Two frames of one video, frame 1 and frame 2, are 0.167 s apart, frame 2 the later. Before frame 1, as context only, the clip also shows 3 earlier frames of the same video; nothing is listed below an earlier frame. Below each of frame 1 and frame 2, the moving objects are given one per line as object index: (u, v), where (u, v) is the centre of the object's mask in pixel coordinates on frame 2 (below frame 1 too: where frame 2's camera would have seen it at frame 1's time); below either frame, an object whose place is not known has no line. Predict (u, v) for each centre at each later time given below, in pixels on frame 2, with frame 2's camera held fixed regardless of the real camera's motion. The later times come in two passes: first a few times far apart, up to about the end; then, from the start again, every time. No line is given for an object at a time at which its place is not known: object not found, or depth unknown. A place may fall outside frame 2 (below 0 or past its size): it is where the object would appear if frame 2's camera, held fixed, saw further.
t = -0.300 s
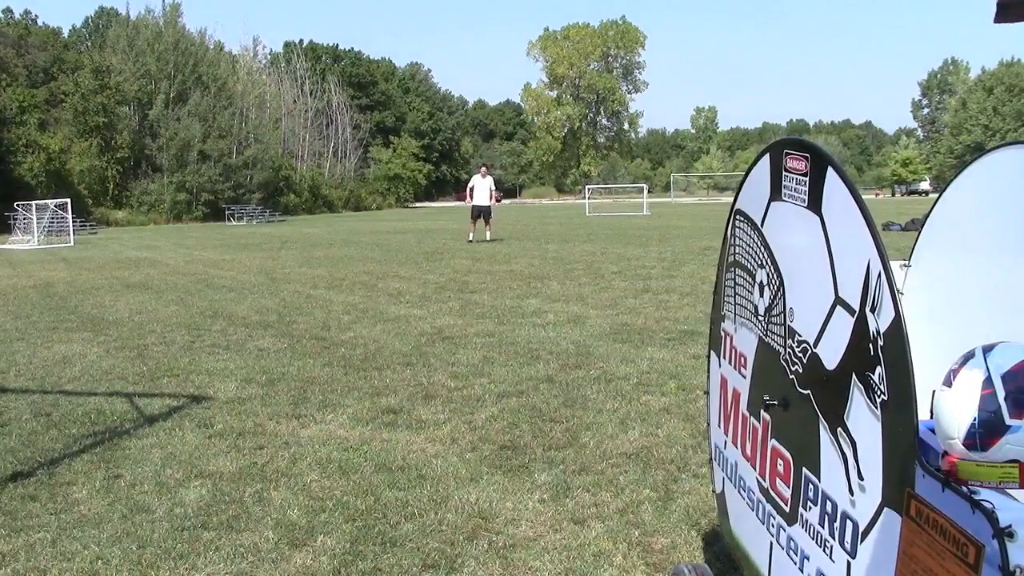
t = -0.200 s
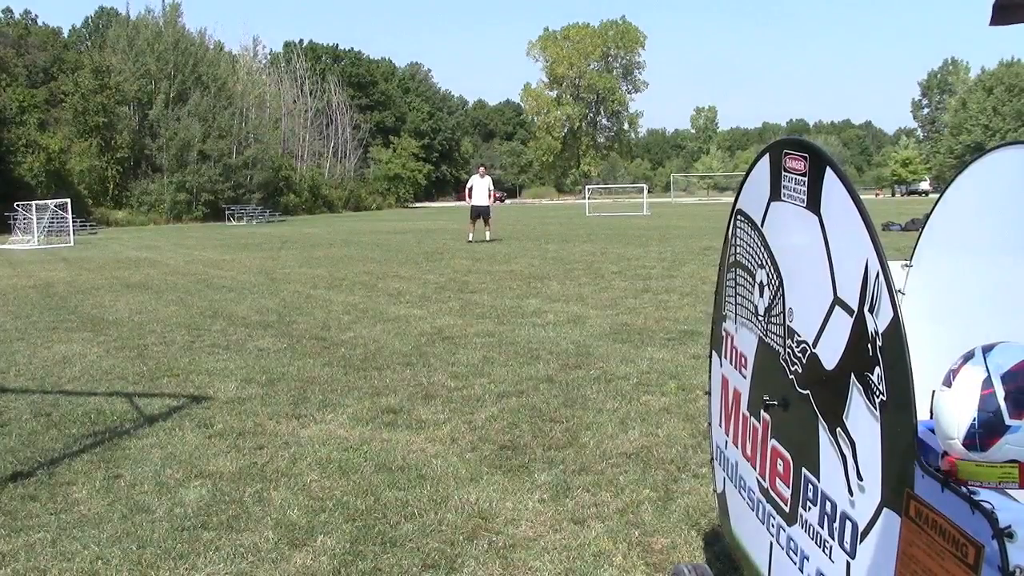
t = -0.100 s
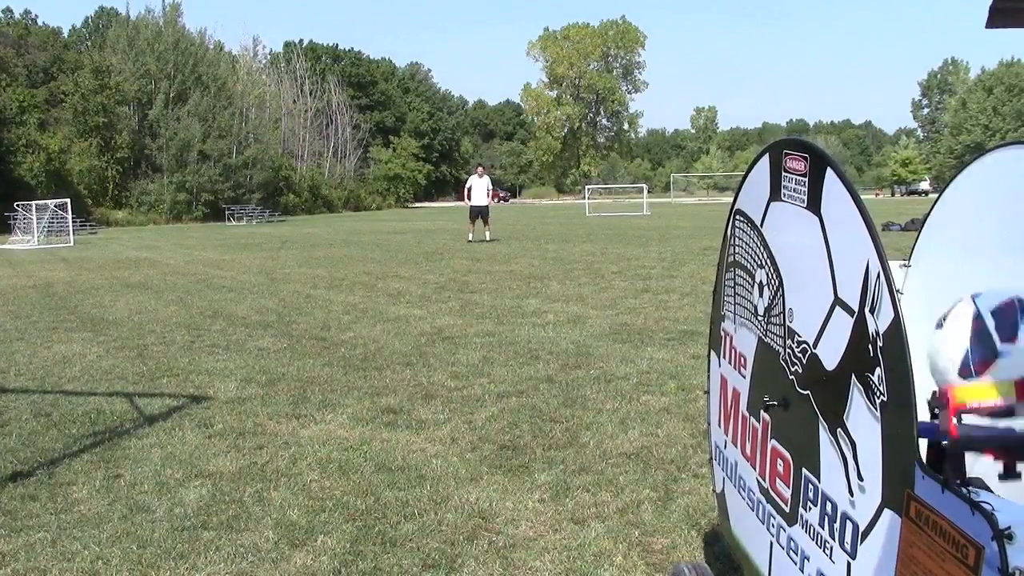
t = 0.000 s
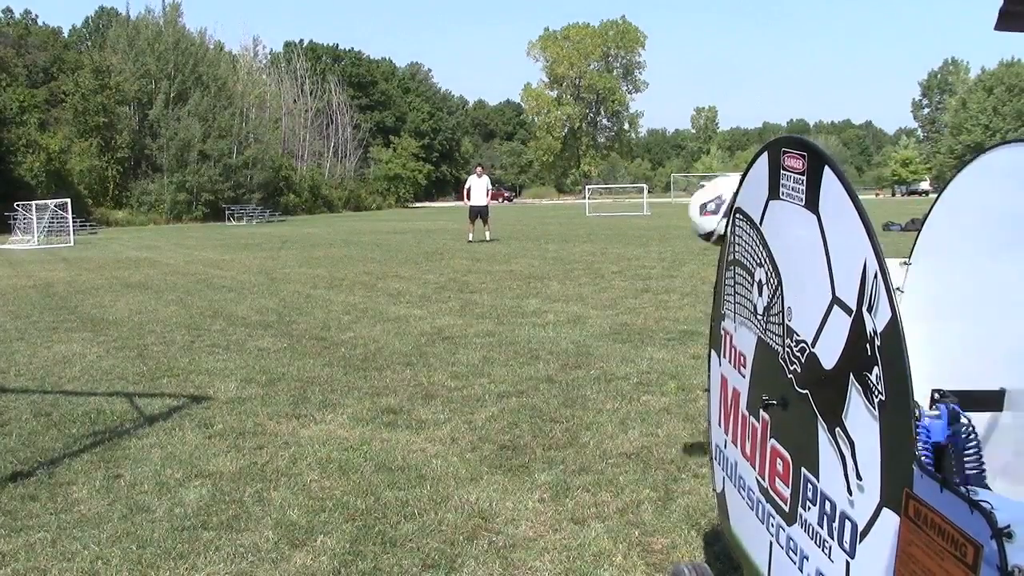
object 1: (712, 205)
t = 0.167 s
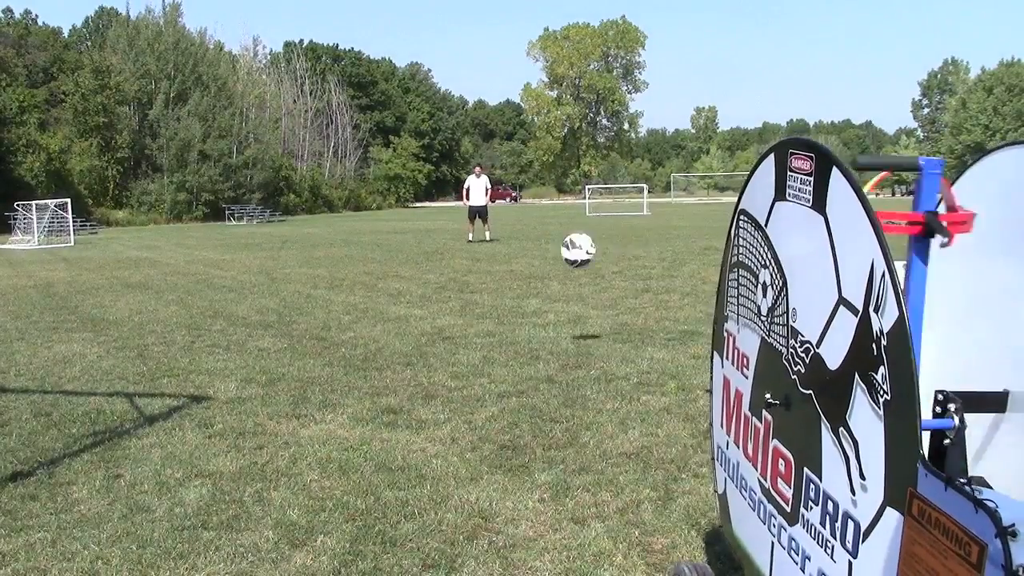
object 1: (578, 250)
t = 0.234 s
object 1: (556, 261)
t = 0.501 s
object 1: (516, 262)
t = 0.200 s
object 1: (566, 256)
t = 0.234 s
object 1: (556, 261)
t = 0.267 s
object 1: (547, 265)
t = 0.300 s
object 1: (540, 269)
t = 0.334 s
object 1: (534, 273)
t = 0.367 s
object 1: (529, 278)
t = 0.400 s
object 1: (524, 283)
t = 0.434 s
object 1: (521, 281)
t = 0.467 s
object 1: (518, 271)
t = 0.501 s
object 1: (516, 262)
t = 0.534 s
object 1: (514, 254)
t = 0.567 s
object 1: (512, 248)
